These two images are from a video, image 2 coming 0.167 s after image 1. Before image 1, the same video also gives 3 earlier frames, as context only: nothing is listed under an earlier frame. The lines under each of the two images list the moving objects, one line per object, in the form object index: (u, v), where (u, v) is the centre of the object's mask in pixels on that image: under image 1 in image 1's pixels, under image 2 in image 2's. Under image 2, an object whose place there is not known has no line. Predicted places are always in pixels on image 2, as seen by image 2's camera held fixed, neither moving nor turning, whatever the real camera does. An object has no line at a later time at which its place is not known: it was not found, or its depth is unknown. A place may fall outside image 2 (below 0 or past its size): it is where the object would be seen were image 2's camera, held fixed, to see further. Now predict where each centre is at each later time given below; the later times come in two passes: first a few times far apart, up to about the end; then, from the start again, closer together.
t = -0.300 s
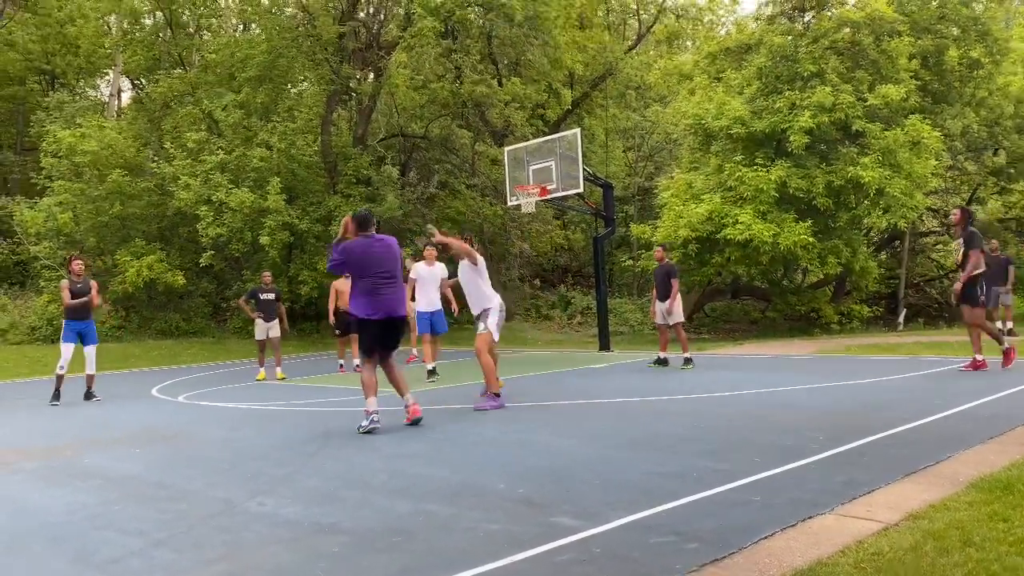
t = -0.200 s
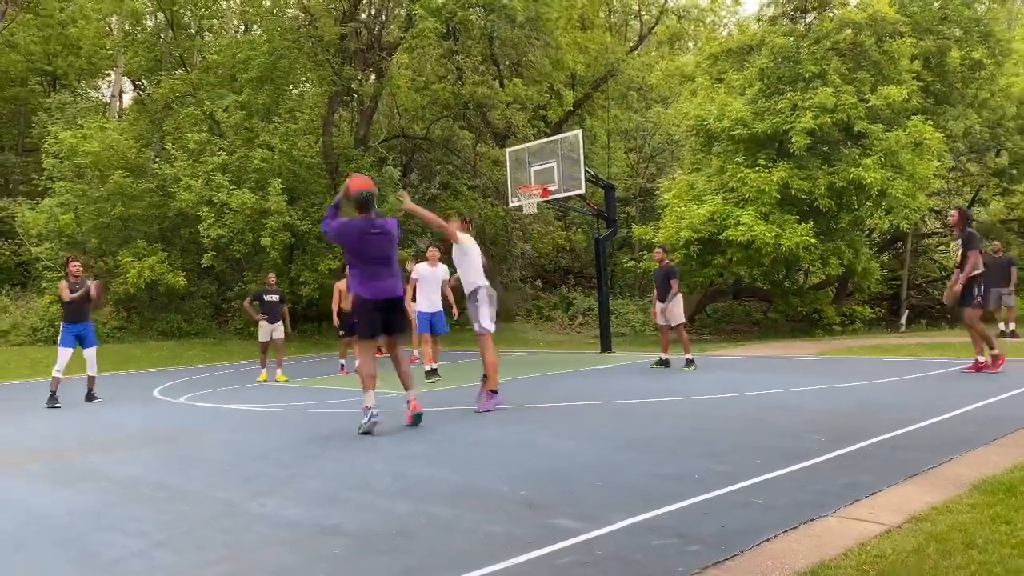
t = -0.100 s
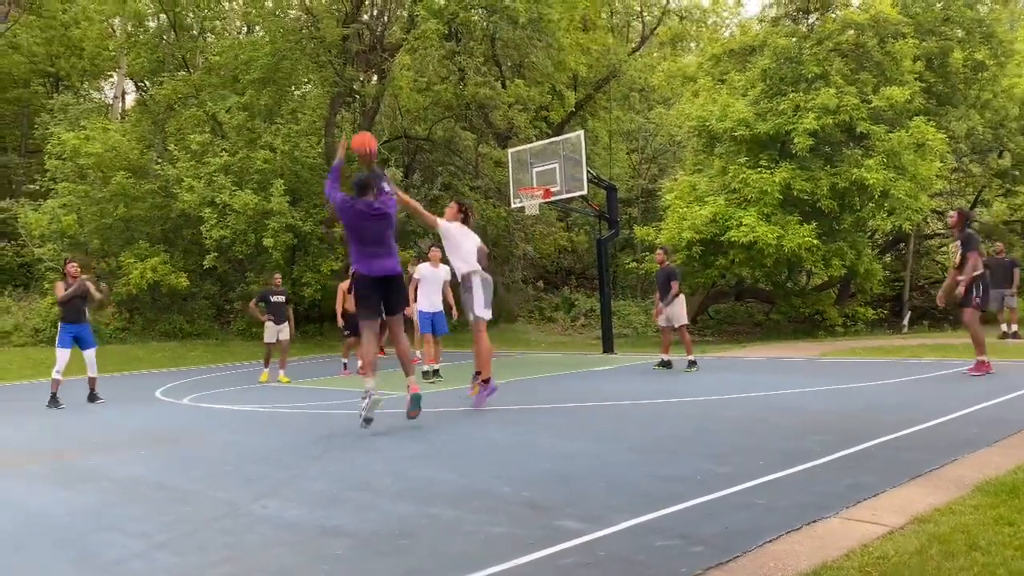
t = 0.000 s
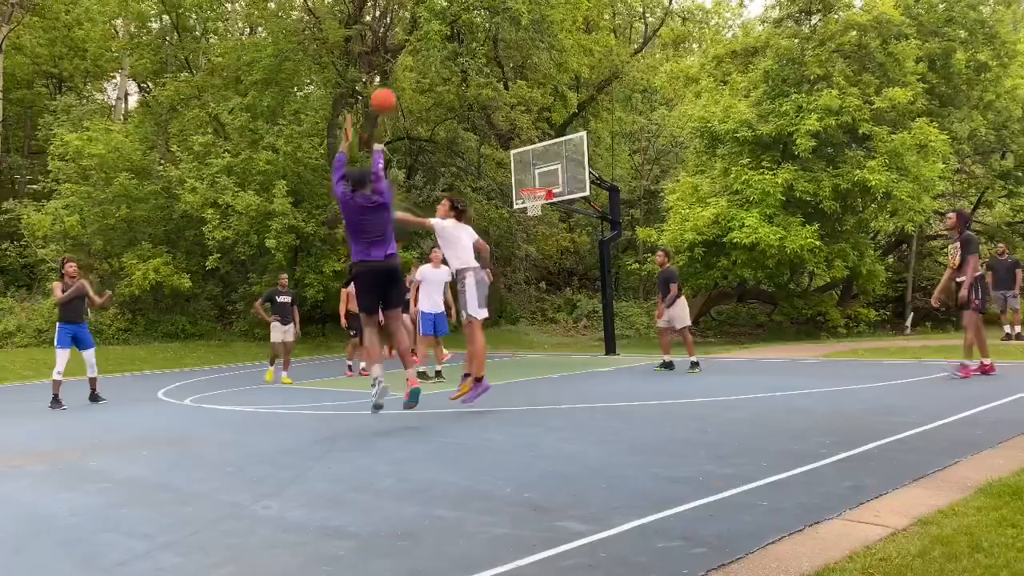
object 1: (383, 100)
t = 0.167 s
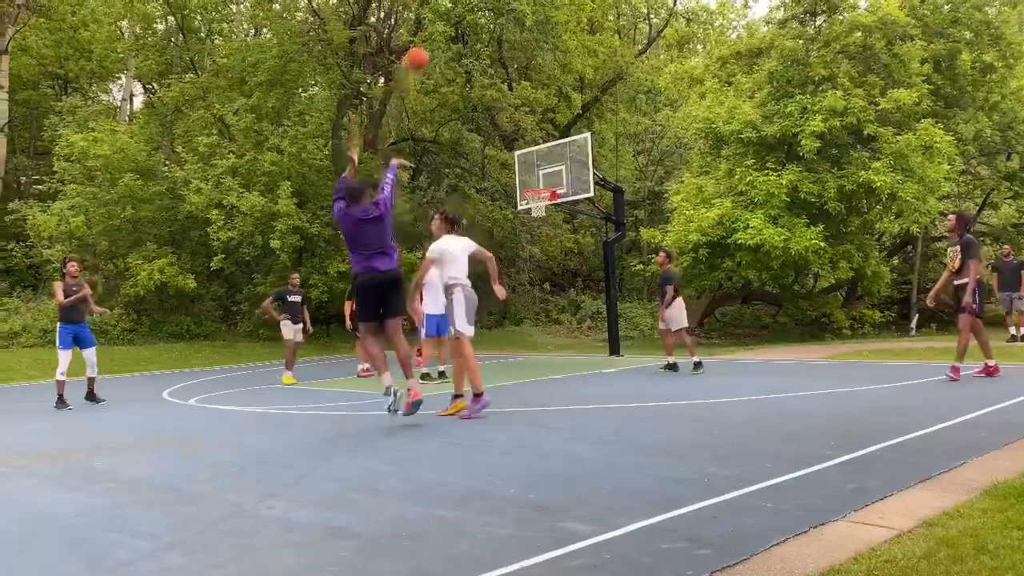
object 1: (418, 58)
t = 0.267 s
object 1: (434, 46)
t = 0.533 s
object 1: (467, 56)
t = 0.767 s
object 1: (493, 98)
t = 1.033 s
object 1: (519, 177)
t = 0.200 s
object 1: (424, 53)
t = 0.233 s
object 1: (428, 49)
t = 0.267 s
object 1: (434, 46)
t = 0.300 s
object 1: (437, 45)
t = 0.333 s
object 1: (443, 44)
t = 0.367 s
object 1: (448, 44)
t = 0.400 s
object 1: (451, 44)
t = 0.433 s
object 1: (456, 47)
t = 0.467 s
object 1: (460, 48)
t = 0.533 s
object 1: (467, 56)
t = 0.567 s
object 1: (471, 60)
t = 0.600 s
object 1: (476, 66)
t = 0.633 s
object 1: (479, 71)
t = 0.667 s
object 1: (483, 79)
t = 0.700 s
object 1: (486, 84)
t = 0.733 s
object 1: (489, 93)
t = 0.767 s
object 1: (493, 98)
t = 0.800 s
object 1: (498, 109)
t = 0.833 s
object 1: (499, 116)
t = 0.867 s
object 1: (502, 125)
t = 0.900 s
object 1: (507, 136)
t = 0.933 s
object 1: (509, 144)
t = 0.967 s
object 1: (511, 153)
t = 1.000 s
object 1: (514, 165)
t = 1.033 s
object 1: (519, 177)
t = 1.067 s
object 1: (519, 187)
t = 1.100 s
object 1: (515, 193)
